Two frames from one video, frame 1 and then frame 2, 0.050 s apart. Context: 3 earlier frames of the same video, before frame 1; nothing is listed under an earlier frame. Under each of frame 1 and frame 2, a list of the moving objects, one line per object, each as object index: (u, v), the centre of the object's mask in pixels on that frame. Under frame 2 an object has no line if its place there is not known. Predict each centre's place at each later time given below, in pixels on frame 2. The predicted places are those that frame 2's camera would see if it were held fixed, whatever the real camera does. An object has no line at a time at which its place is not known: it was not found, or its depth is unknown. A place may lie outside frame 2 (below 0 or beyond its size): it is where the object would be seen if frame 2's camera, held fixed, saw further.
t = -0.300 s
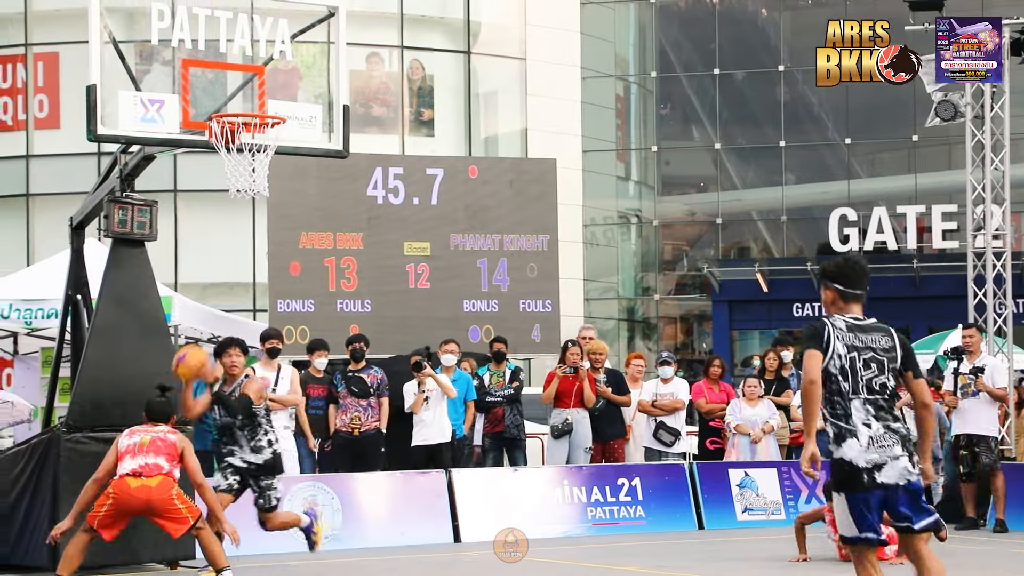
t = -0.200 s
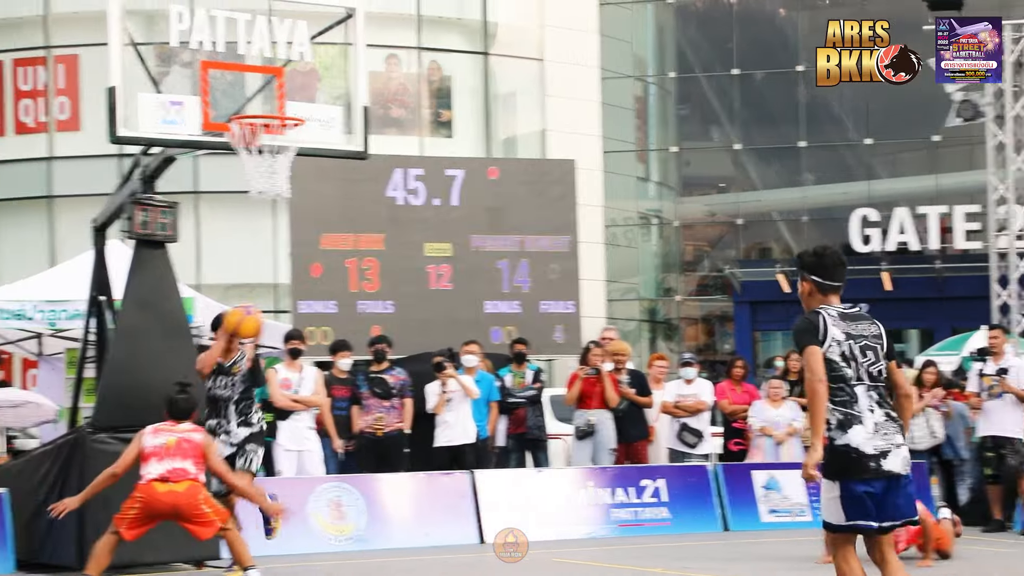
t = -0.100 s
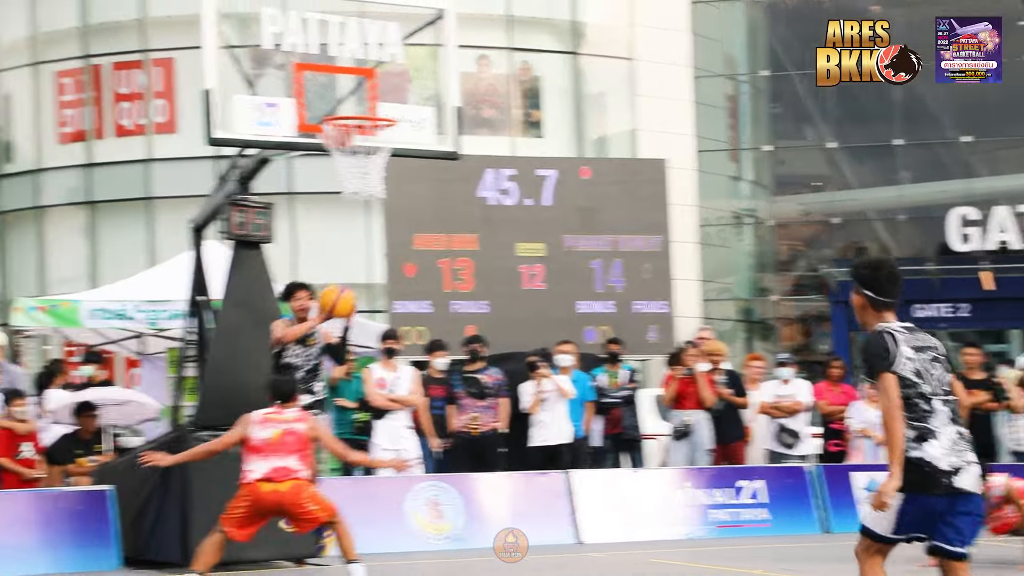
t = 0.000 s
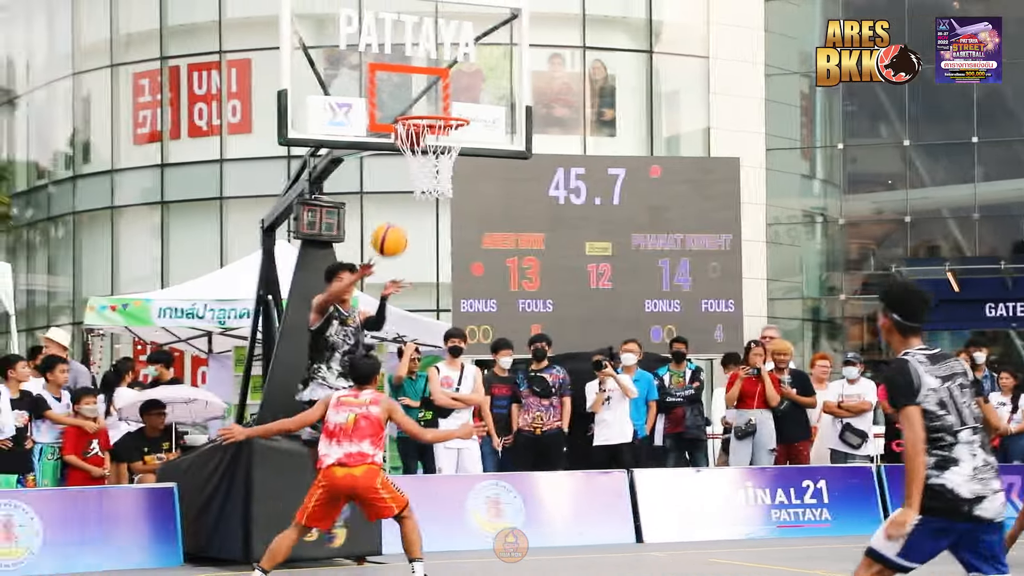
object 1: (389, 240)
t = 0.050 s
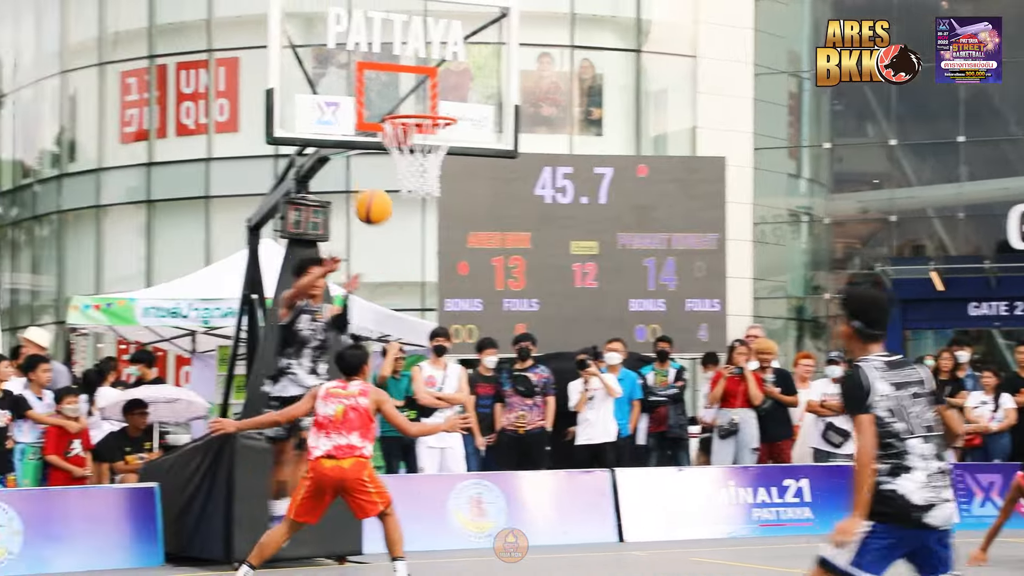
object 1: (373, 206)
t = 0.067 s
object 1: (373, 197)
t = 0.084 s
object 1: (373, 187)
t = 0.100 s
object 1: (371, 176)
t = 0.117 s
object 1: (370, 165)
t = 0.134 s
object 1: (368, 157)
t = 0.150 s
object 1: (366, 147)
